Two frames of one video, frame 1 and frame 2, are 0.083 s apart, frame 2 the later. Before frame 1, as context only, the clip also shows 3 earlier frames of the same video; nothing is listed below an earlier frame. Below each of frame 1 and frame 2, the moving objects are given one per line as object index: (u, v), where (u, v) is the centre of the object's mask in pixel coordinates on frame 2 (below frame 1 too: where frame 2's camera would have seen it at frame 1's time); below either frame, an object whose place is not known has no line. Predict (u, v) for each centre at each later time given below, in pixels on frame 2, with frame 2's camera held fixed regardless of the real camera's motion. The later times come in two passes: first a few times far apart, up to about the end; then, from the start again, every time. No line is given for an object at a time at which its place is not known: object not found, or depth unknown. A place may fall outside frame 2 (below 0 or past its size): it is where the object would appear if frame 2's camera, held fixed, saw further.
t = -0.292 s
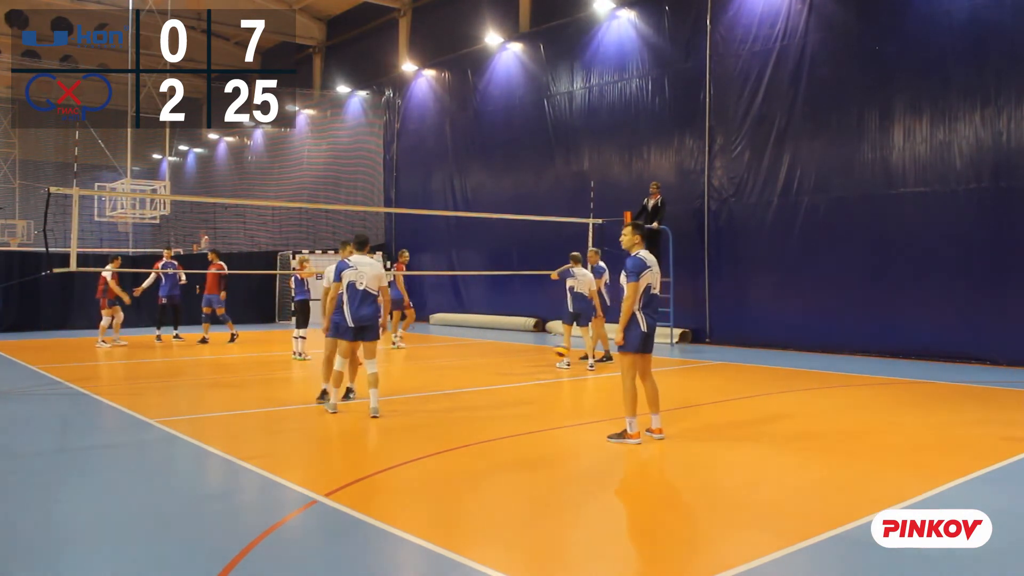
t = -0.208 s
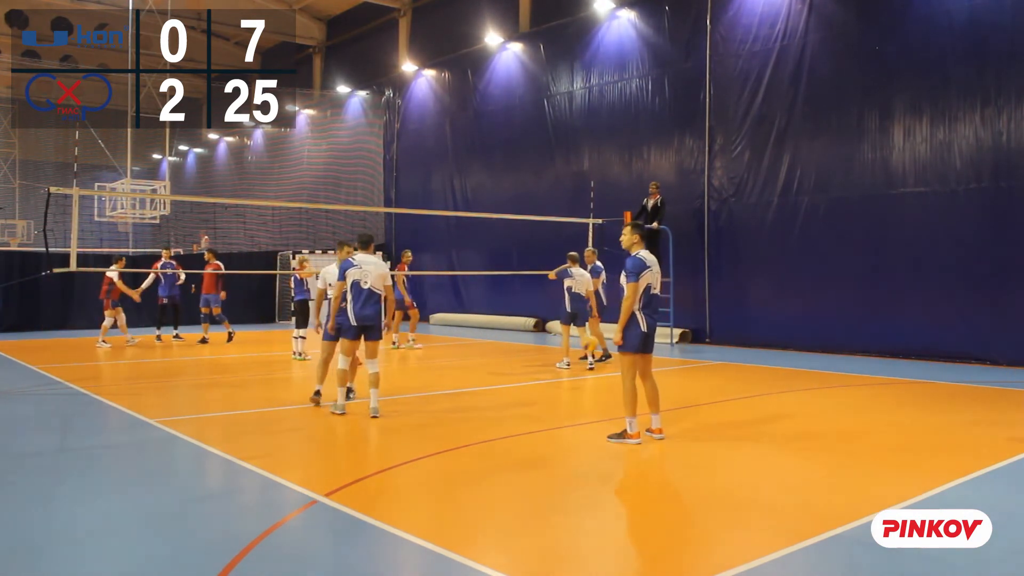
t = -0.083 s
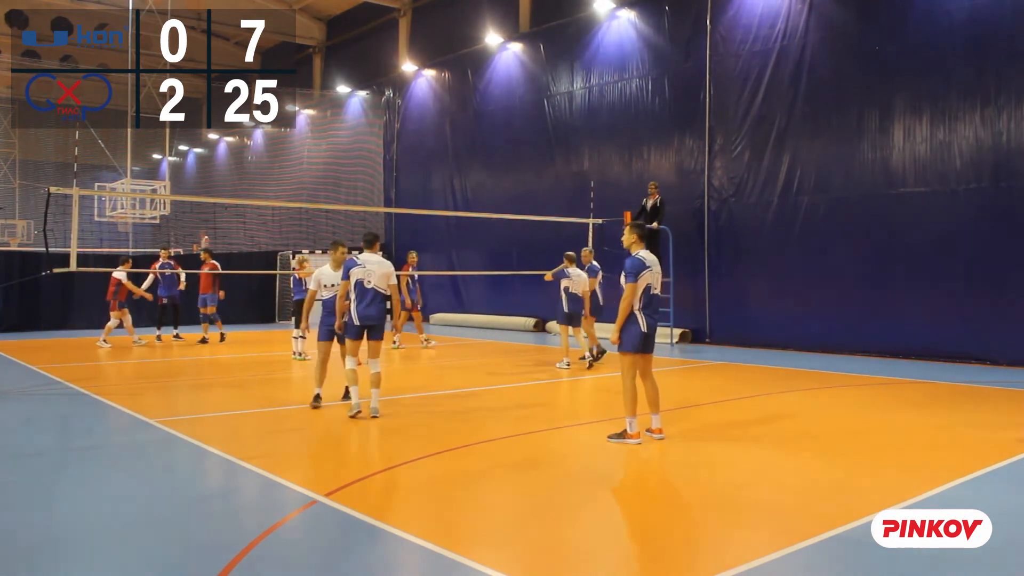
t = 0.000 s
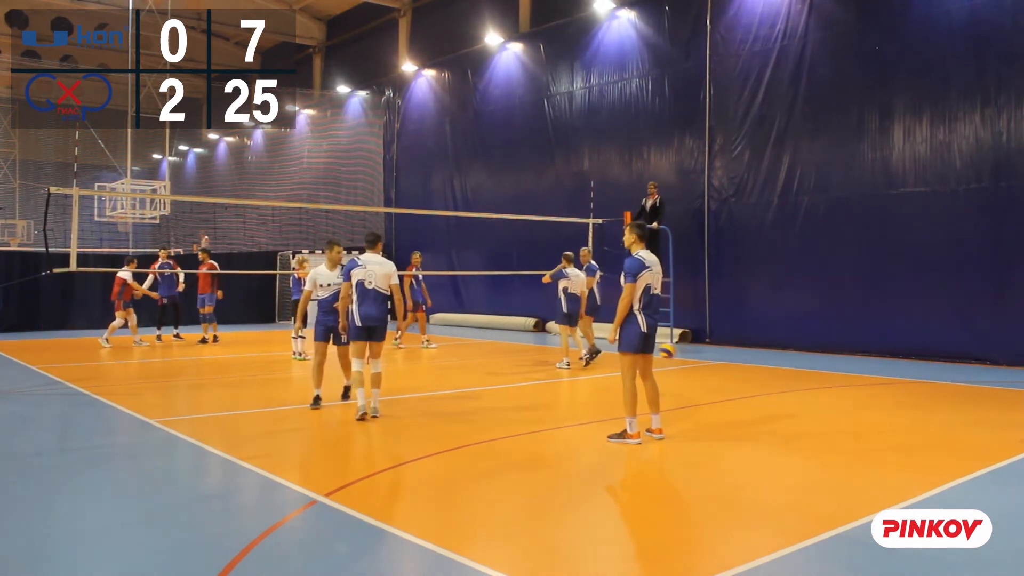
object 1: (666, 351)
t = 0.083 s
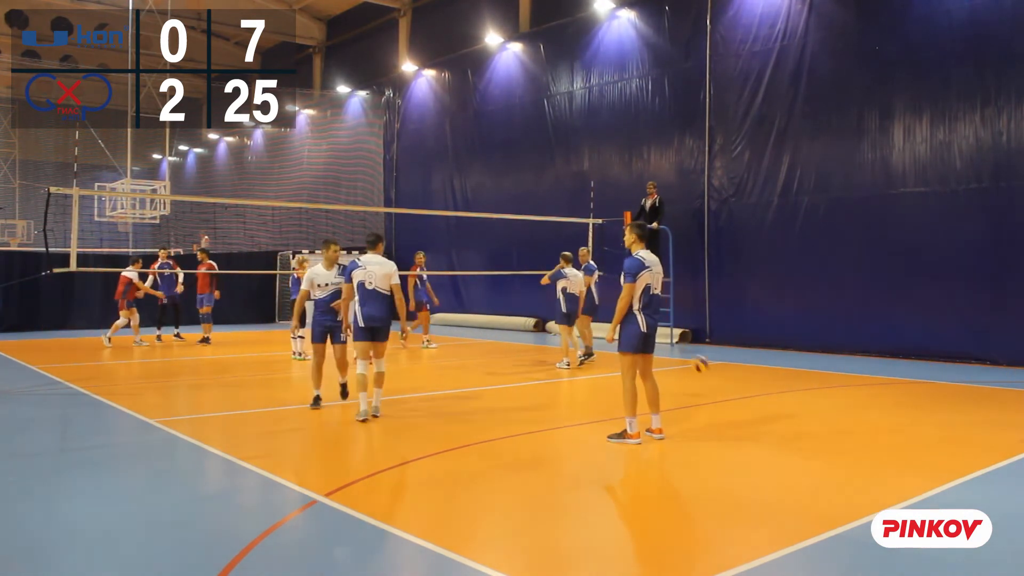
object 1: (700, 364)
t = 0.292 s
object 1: (783, 370)
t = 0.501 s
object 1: (871, 369)
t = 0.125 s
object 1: (715, 373)
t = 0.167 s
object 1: (732, 383)
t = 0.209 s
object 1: (751, 382)
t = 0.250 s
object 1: (766, 375)
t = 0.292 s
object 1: (783, 370)
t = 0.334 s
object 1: (801, 367)
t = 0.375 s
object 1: (818, 365)
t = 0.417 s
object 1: (836, 364)
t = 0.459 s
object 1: (854, 366)
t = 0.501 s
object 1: (871, 369)
